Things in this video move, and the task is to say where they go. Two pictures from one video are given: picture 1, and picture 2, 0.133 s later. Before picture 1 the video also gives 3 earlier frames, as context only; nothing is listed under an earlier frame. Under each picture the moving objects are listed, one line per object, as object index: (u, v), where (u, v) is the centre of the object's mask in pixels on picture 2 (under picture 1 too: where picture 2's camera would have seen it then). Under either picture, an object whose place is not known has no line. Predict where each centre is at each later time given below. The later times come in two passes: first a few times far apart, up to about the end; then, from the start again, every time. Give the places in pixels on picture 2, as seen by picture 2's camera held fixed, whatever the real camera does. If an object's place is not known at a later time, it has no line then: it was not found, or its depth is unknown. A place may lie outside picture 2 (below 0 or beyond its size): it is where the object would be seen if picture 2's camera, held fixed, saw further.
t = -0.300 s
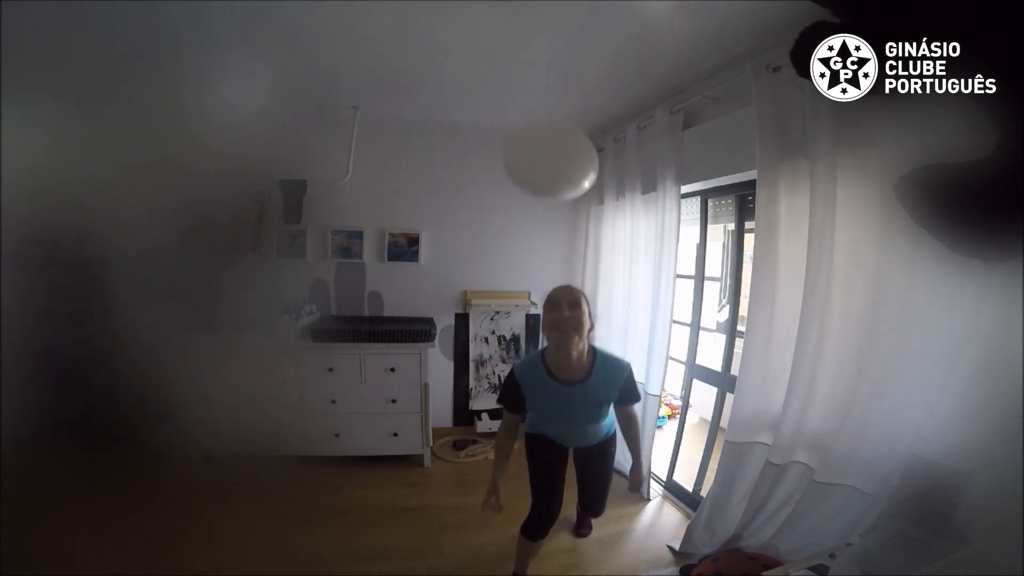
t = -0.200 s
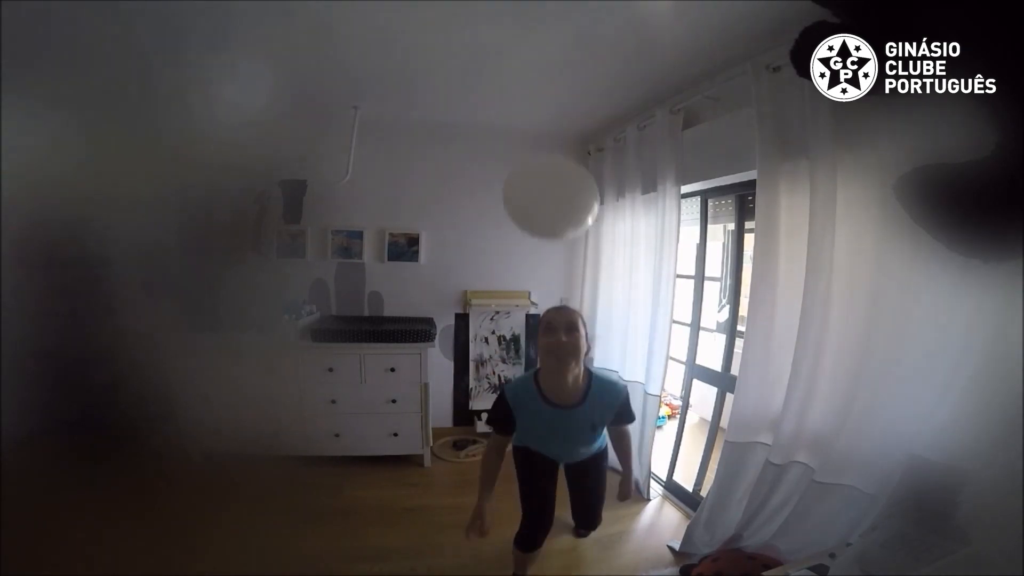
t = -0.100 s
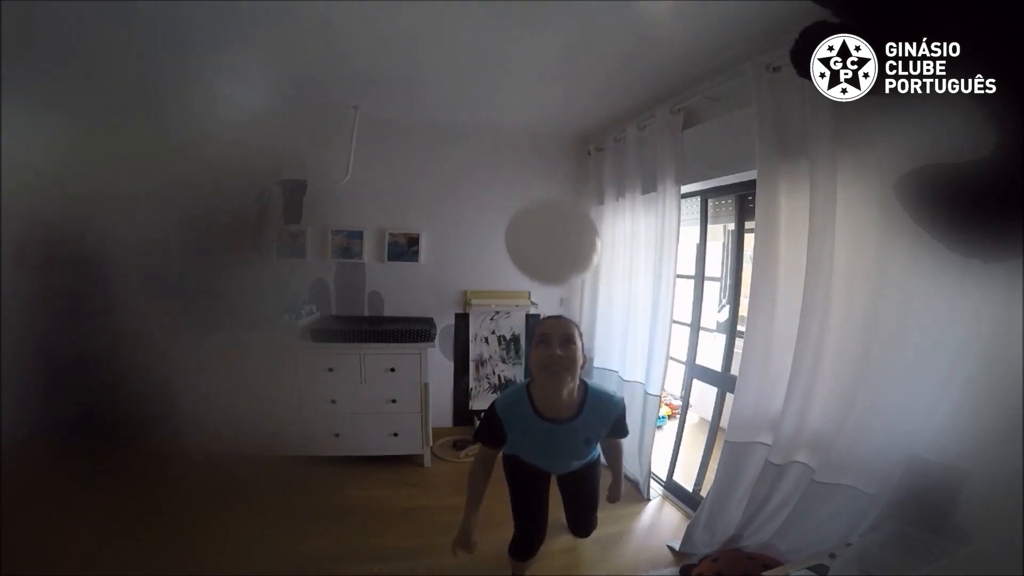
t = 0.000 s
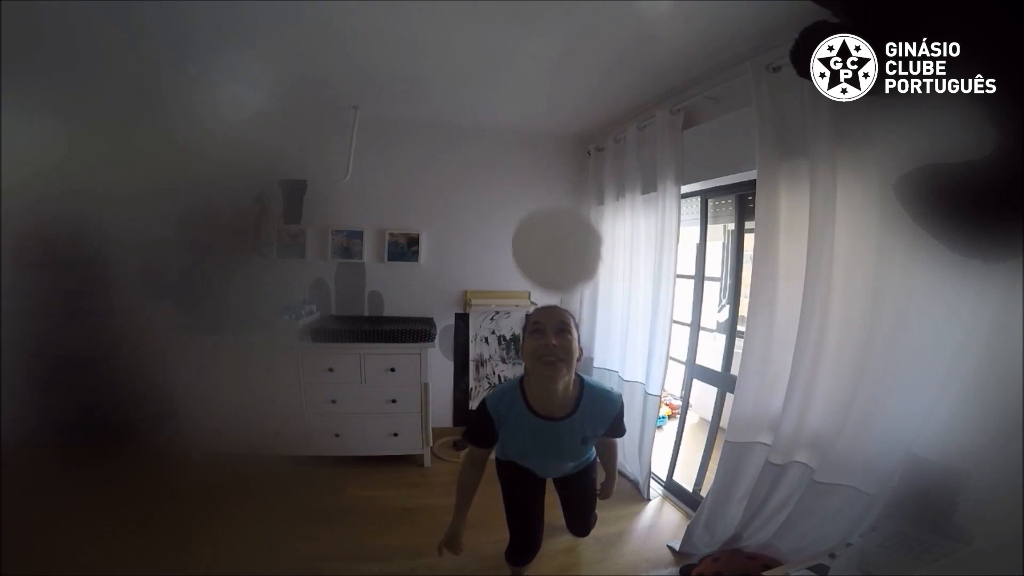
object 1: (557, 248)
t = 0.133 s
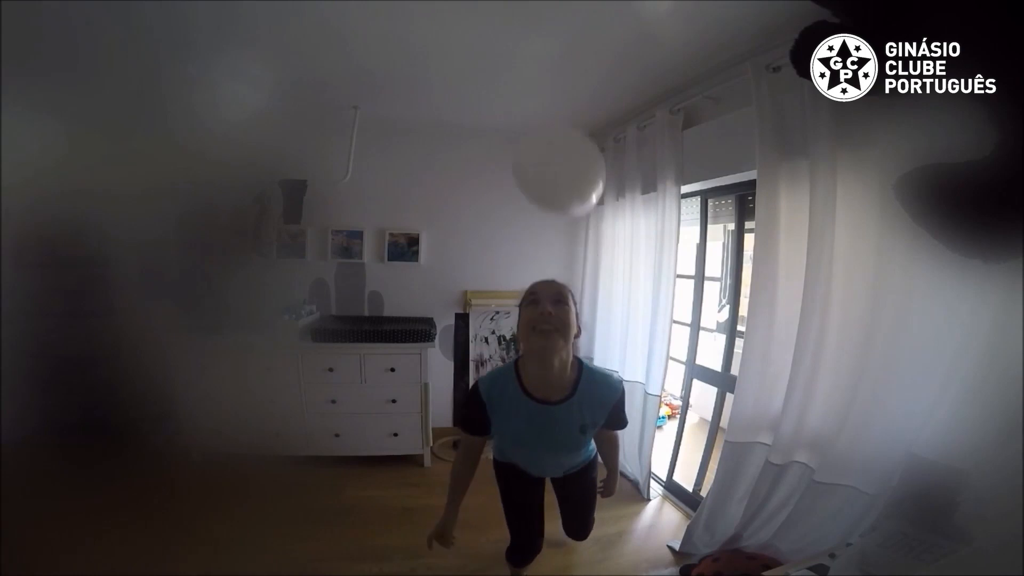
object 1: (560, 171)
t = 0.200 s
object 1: (557, 140)
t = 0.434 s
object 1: (543, 68)
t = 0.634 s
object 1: (534, 44)
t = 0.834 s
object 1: (525, 43)
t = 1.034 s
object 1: (518, 70)
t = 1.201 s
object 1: (510, 119)
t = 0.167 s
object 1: (560, 157)
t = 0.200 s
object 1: (557, 140)
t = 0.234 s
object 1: (554, 125)
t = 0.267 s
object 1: (552, 113)
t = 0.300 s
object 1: (551, 101)
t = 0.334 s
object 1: (549, 91)
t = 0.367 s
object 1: (547, 82)
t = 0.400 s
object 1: (546, 75)
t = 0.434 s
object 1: (543, 68)
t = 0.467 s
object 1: (542, 61)
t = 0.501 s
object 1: (540, 56)
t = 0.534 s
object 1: (538, 51)
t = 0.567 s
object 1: (537, 48)
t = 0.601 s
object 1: (535, 46)
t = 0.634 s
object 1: (534, 44)
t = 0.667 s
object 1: (532, 42)
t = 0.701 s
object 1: (530, 41)
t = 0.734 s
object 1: (529, 41)
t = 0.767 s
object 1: (528, 41)
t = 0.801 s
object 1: (526, 42)
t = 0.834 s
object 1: (525, 43)
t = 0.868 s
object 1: (524, 46)
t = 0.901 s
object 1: (522, 48)
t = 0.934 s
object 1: (521, 52)
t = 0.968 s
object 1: (520, 57)
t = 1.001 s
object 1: (519, 63)
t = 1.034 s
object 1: (518, 70)
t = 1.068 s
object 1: (516, 77)
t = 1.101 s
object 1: (515, 86)
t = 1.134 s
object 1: (513, 96)
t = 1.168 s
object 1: (511, 106)
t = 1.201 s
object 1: (510, 119)
